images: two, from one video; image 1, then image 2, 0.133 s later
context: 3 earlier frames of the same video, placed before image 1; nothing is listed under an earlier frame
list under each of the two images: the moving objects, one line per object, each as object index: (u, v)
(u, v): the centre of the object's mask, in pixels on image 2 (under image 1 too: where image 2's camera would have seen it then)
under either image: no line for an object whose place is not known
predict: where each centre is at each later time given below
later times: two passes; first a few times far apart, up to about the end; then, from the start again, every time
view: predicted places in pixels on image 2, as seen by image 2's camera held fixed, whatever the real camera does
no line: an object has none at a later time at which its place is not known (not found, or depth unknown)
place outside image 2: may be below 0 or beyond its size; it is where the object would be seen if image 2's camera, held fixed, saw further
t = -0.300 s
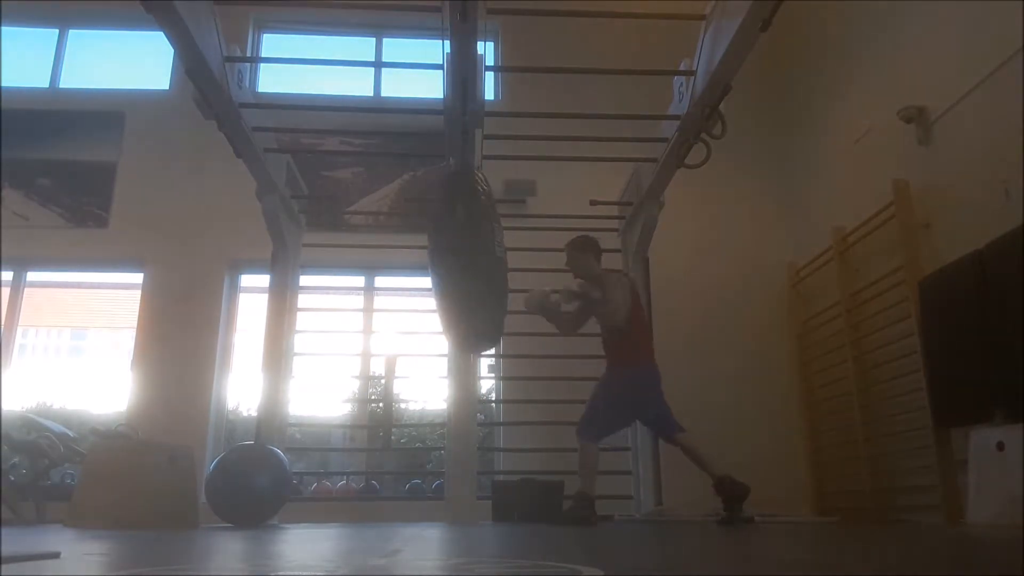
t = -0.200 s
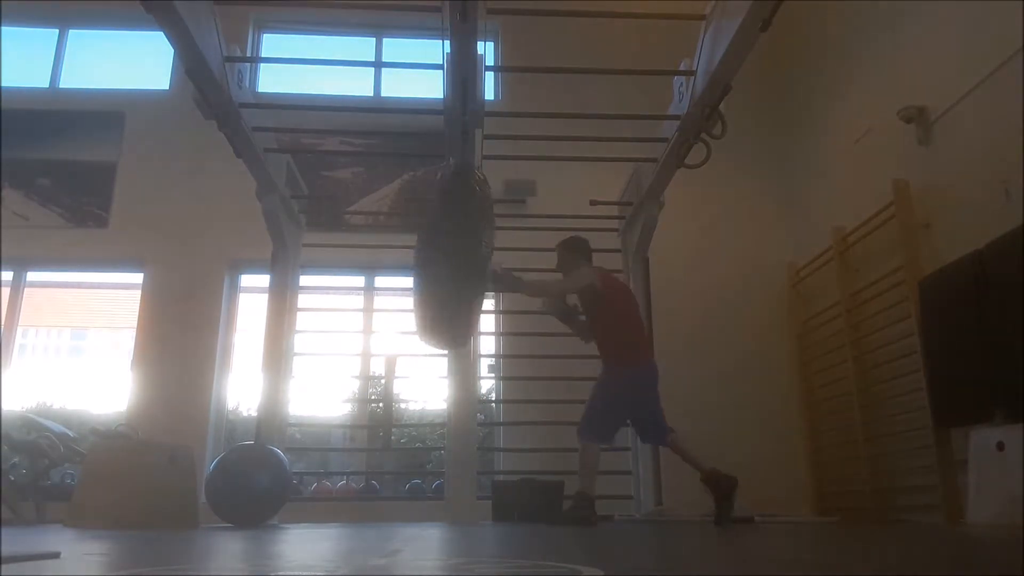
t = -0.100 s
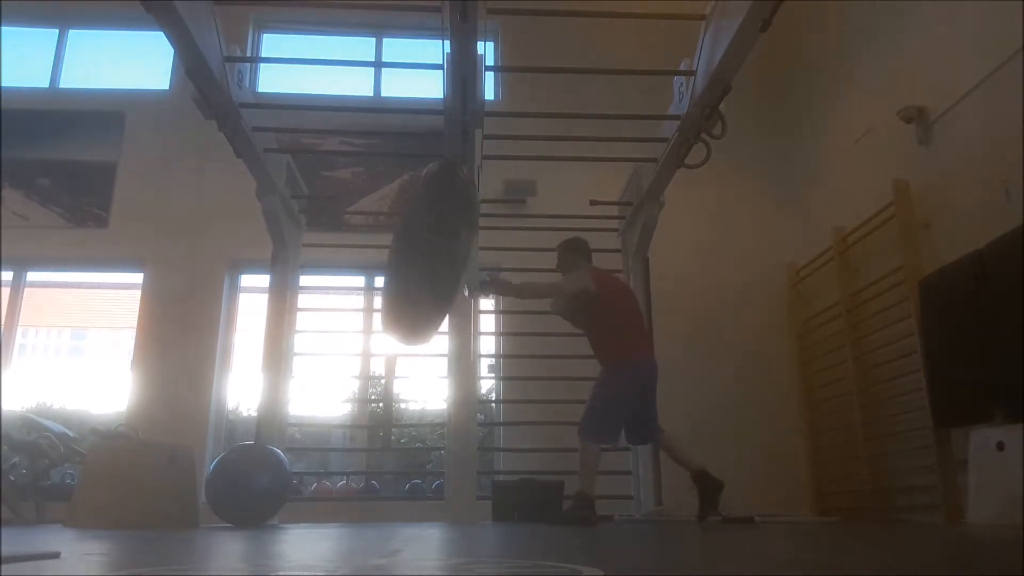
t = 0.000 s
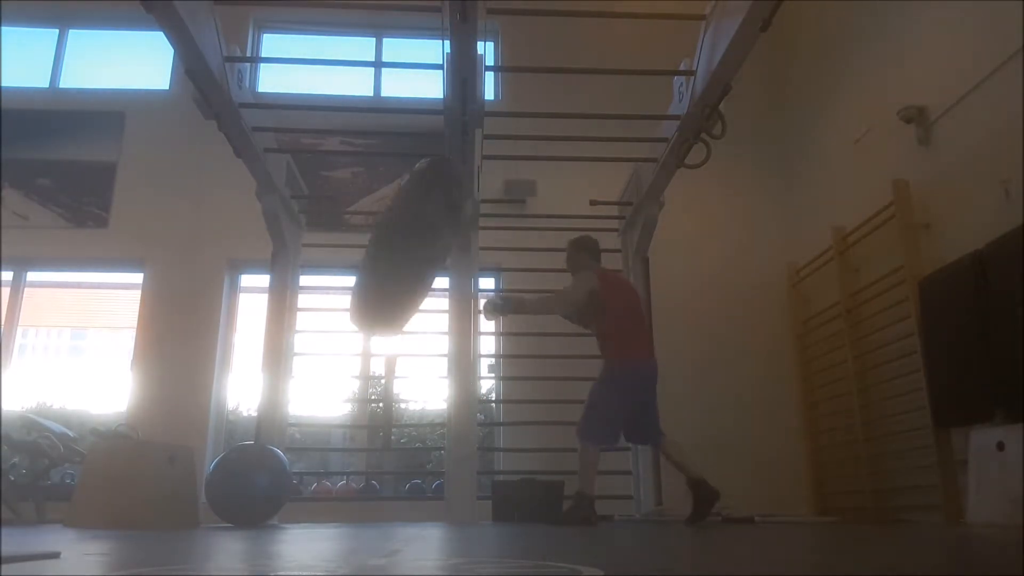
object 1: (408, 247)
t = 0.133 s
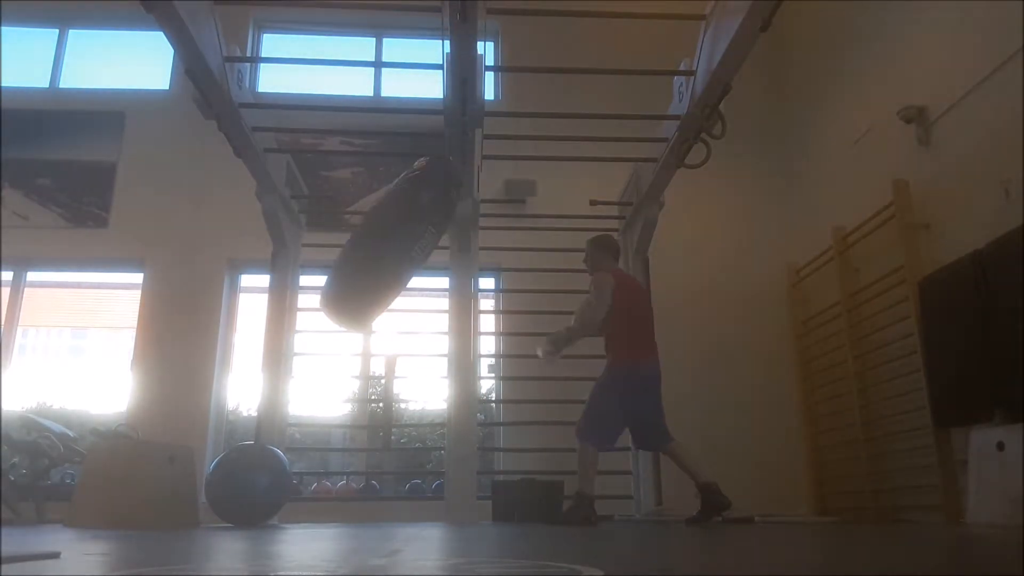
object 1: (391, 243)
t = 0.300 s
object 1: (384, 244)
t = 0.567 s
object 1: (408, 259)
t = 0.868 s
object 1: (472, 275)
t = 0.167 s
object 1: (388, 243)
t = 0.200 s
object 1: (386, 243)
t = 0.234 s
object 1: (384, 243)
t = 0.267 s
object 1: (384, 243)
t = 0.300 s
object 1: (384, 244)
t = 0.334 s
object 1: (385, 245)
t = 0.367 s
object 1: (387, 246)
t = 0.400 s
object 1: (389, 249)
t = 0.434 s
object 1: (392, 251)
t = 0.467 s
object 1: (395, 253)
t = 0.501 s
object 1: (399, 255)
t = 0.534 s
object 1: (403, 257)
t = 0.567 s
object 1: (408, 259)
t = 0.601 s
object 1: (413, 261)
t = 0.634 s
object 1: (420, 266)
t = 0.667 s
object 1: (427, 270)
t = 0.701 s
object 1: (434, 269)
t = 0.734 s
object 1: (441, 269)
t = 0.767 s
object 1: (449, 275)
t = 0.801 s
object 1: (456, 275)
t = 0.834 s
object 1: (464, 275)
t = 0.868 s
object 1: (472, 275)
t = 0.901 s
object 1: (479, 275)
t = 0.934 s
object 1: (486, 275)
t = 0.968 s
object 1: (492, 273)
